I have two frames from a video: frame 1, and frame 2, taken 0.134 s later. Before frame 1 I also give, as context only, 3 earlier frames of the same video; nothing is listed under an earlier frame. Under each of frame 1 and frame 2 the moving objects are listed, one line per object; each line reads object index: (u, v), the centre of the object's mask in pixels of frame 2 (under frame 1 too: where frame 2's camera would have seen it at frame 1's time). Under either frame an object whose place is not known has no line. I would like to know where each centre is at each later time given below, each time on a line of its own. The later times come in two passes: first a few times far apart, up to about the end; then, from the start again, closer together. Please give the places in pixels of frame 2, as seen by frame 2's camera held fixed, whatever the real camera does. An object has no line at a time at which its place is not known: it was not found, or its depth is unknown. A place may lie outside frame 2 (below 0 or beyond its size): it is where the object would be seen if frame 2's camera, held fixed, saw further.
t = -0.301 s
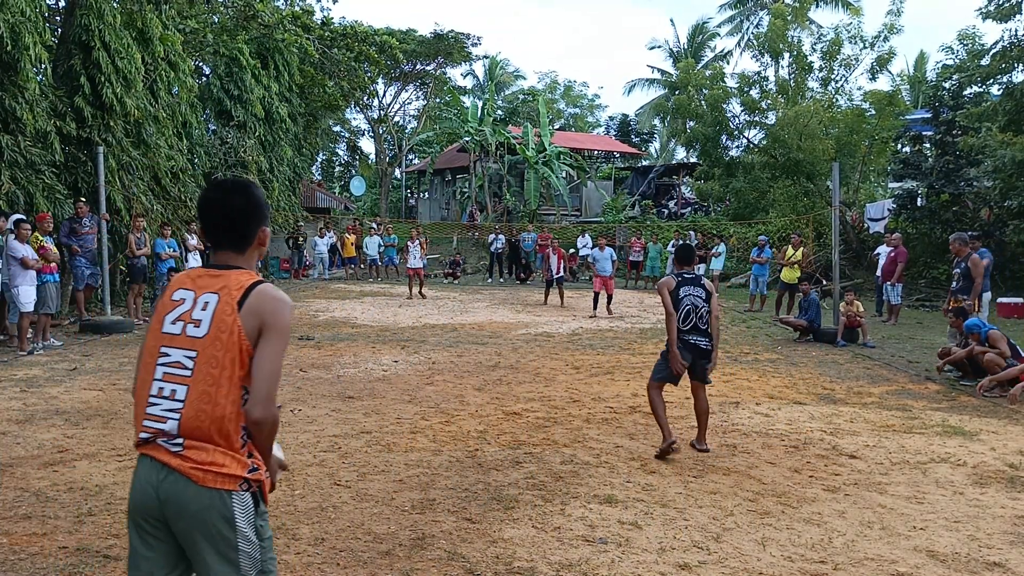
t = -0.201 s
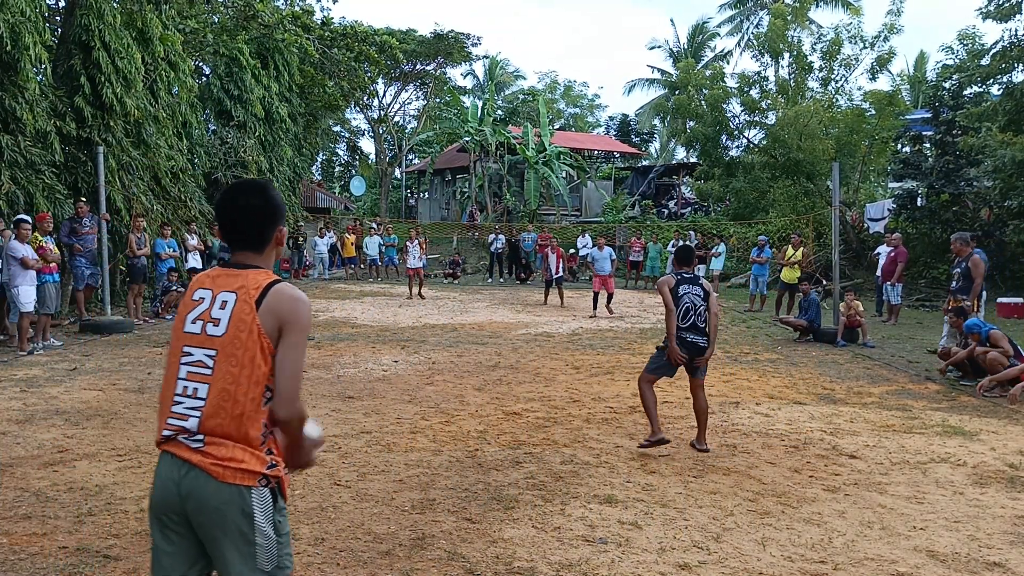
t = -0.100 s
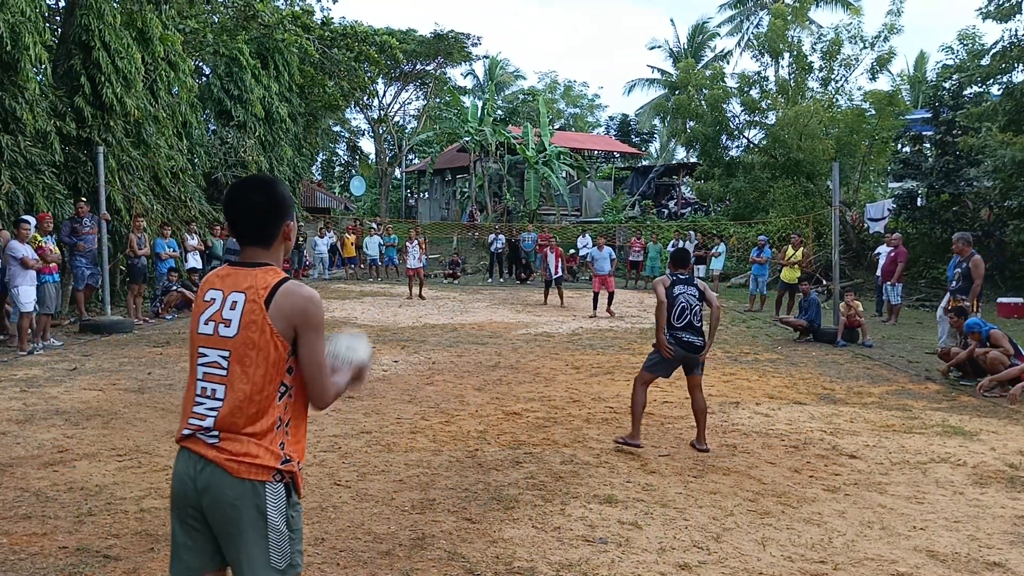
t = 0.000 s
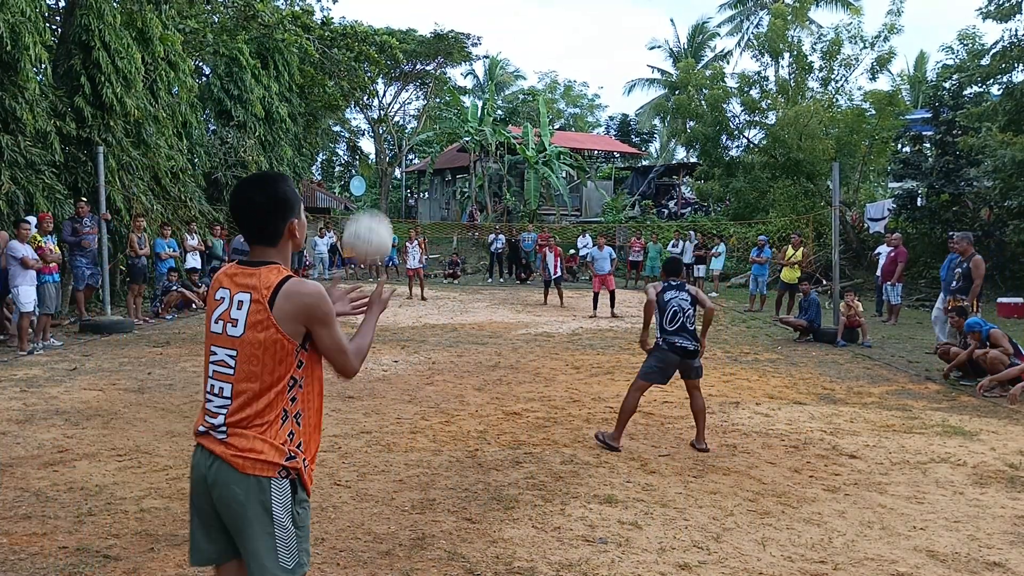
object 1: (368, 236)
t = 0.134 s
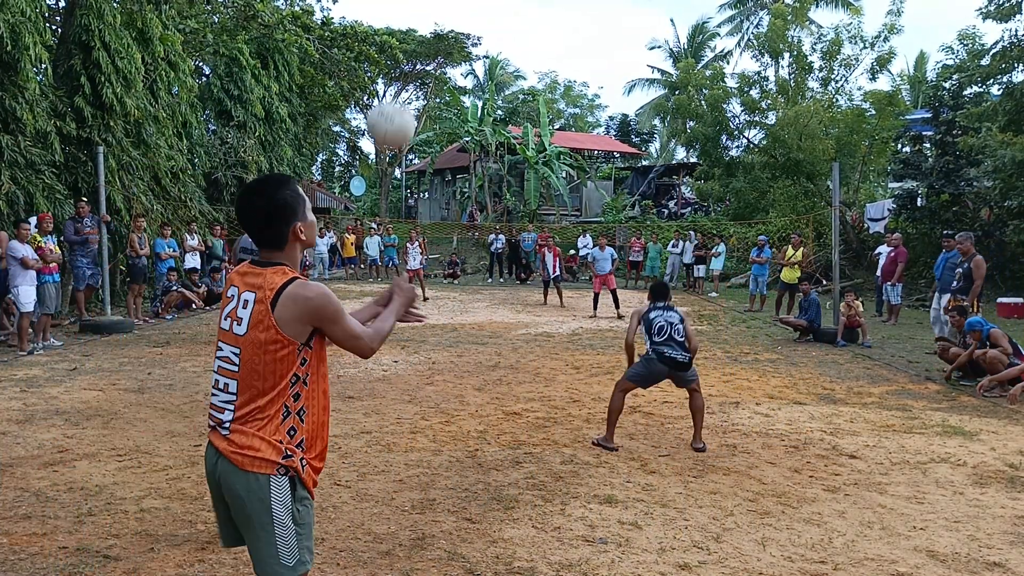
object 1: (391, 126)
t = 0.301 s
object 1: (417, 59)
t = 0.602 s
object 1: (458, 151)
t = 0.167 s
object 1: (396, 104)
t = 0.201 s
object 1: (402, 86)
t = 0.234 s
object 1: (407, 74)
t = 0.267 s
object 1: (412, 65)
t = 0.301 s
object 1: (417, 59)
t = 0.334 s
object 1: (422, 57)
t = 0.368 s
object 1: (427, 57)
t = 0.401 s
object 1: (432, 60)
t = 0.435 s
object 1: (436, 67)
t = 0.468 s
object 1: (441, 78)
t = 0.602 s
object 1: (458, 151)
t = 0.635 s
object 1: (461, 175)
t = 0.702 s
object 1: (469, 236)
